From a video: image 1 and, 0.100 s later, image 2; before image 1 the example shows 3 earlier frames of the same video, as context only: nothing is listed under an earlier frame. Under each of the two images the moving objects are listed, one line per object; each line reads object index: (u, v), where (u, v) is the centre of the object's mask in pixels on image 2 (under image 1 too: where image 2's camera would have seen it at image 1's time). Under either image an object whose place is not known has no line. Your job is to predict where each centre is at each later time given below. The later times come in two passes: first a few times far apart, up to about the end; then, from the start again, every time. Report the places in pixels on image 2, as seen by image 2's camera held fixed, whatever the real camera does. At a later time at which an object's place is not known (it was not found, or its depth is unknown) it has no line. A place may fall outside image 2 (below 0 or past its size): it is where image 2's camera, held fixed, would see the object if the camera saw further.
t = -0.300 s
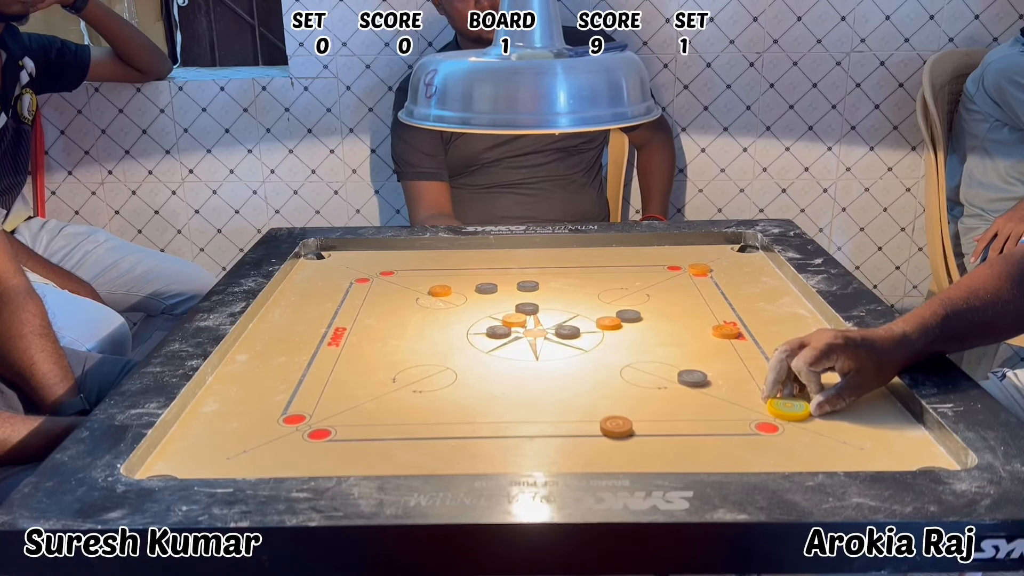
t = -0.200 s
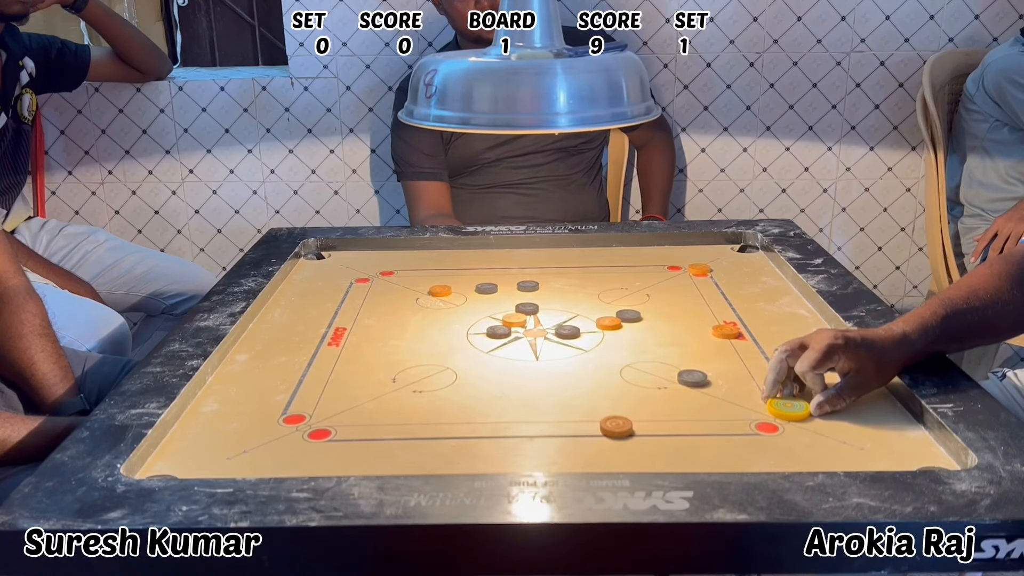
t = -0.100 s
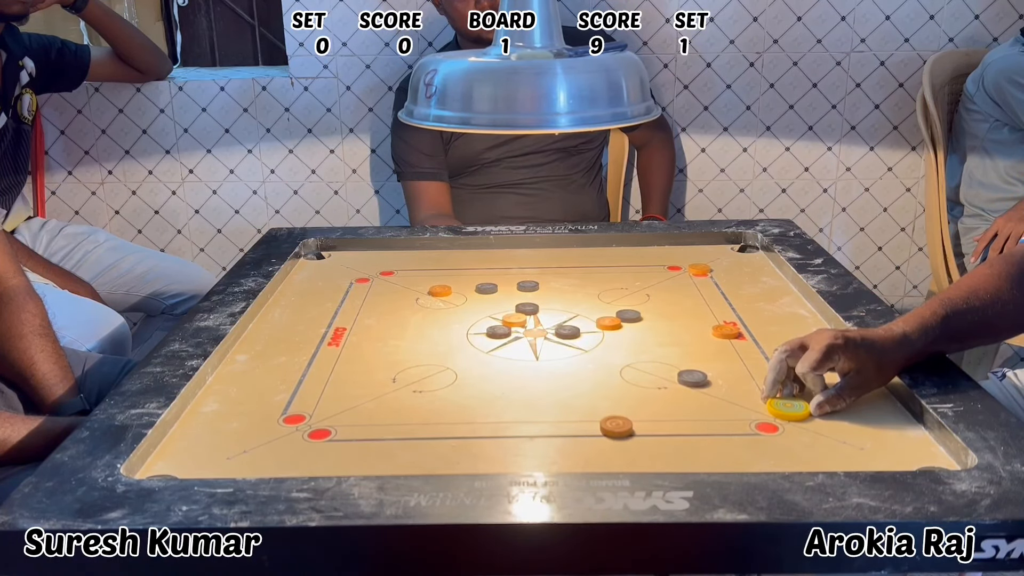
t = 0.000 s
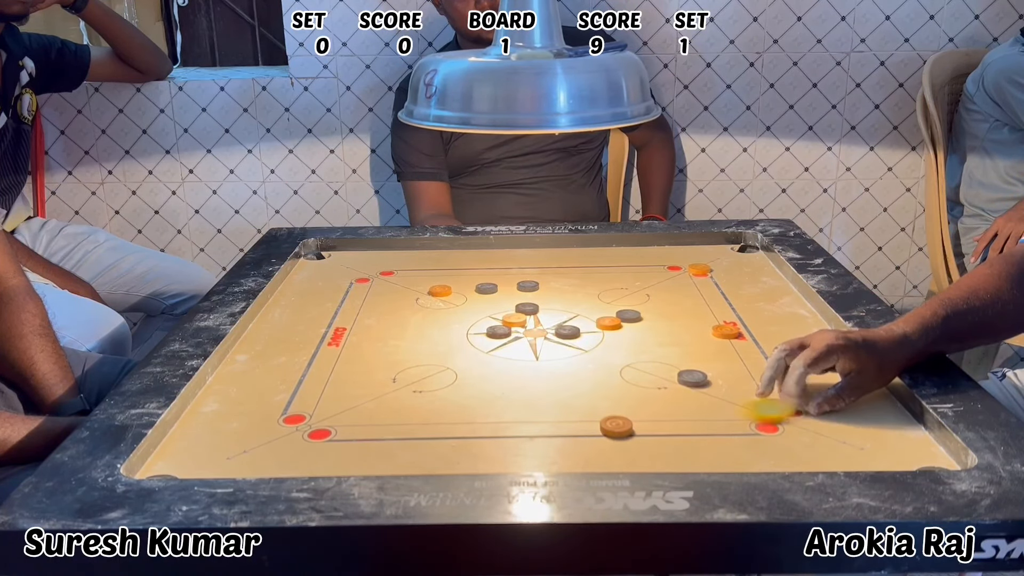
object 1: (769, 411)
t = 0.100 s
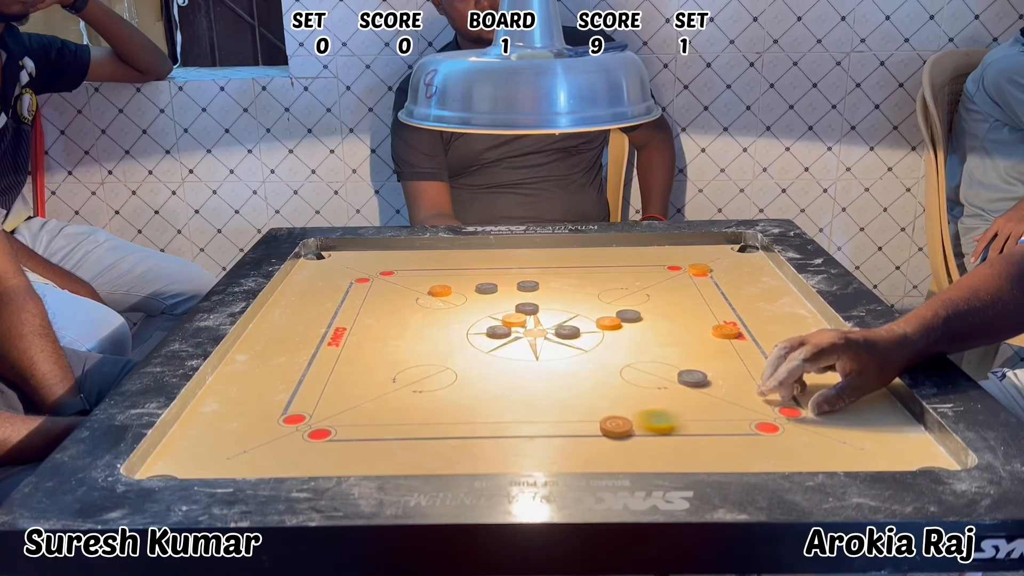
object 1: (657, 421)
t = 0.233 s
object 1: (589, 424)
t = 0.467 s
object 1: (521, 426)
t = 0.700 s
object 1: (510, 425)
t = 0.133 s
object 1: (637, 422)
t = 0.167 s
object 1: (619, 423)
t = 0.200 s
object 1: (603, 423)
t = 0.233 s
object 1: (589, 424)
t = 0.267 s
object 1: (576, 424)
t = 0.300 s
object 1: (564, 425)
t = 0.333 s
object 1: (553, 425)
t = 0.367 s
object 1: (543, 425)
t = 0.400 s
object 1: (534, 425)
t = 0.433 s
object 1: (527, 426)
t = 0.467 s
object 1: (521, 426)
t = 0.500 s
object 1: (516, 426)
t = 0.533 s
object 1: (513, 426)
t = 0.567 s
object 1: (511, 426)
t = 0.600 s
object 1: (510, 426)
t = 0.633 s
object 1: (510, 425)
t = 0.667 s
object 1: (510, 426)
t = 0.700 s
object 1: (510, 425)
